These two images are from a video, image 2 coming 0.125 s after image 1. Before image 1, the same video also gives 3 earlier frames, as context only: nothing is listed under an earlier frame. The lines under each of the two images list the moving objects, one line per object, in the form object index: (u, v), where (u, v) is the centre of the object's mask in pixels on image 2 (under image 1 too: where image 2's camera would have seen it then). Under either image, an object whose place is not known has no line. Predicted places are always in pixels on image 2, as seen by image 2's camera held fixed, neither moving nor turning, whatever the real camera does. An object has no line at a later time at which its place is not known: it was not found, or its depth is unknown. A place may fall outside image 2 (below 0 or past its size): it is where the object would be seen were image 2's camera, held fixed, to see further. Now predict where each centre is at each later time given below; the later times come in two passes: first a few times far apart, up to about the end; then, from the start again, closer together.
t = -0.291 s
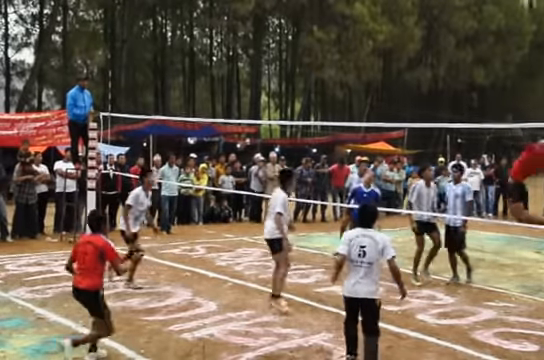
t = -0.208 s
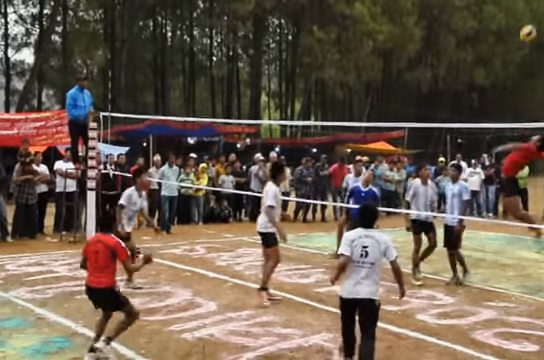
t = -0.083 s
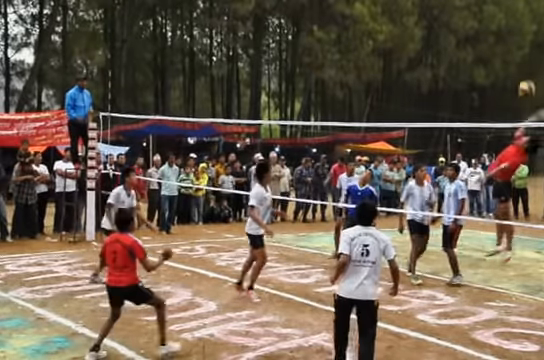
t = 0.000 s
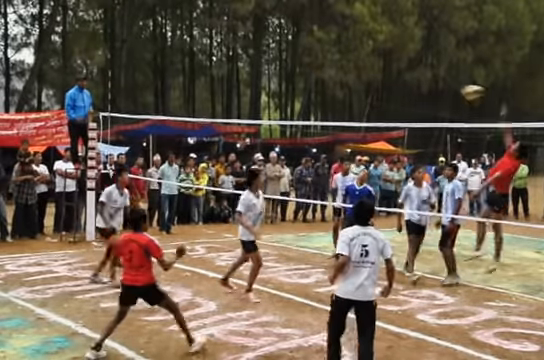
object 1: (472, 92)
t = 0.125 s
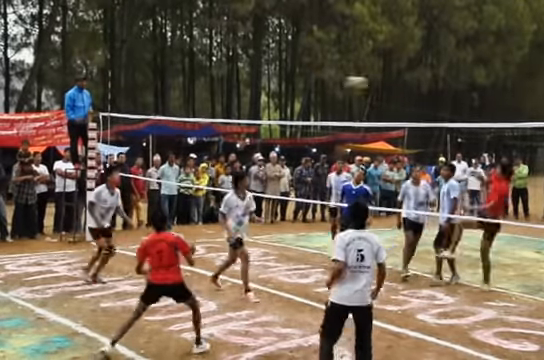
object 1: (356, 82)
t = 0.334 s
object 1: (140, 99)
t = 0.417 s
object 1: (39, 118)
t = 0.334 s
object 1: (140, 99)
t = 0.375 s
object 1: (93, 106)
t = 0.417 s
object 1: (39, 118)
